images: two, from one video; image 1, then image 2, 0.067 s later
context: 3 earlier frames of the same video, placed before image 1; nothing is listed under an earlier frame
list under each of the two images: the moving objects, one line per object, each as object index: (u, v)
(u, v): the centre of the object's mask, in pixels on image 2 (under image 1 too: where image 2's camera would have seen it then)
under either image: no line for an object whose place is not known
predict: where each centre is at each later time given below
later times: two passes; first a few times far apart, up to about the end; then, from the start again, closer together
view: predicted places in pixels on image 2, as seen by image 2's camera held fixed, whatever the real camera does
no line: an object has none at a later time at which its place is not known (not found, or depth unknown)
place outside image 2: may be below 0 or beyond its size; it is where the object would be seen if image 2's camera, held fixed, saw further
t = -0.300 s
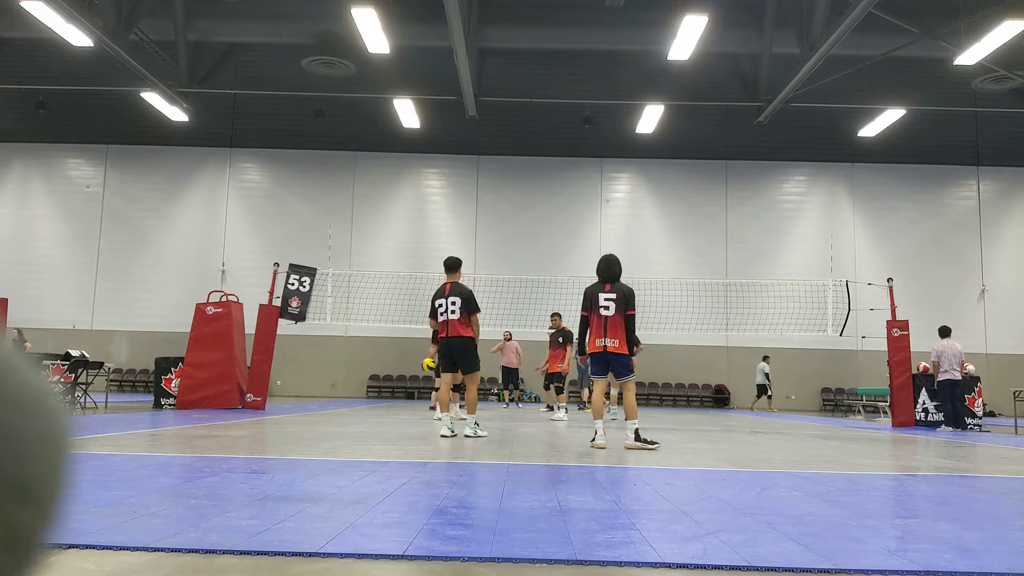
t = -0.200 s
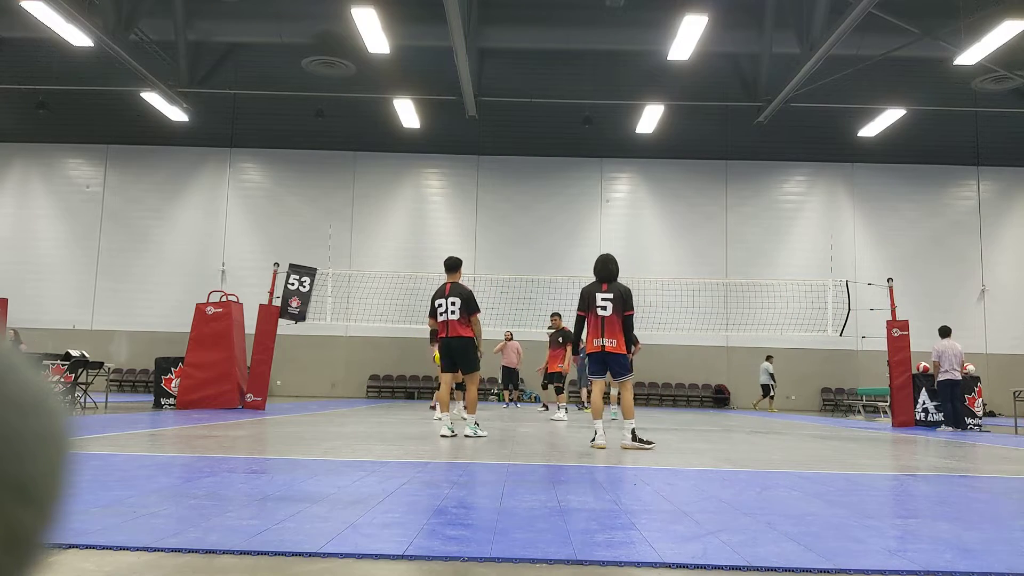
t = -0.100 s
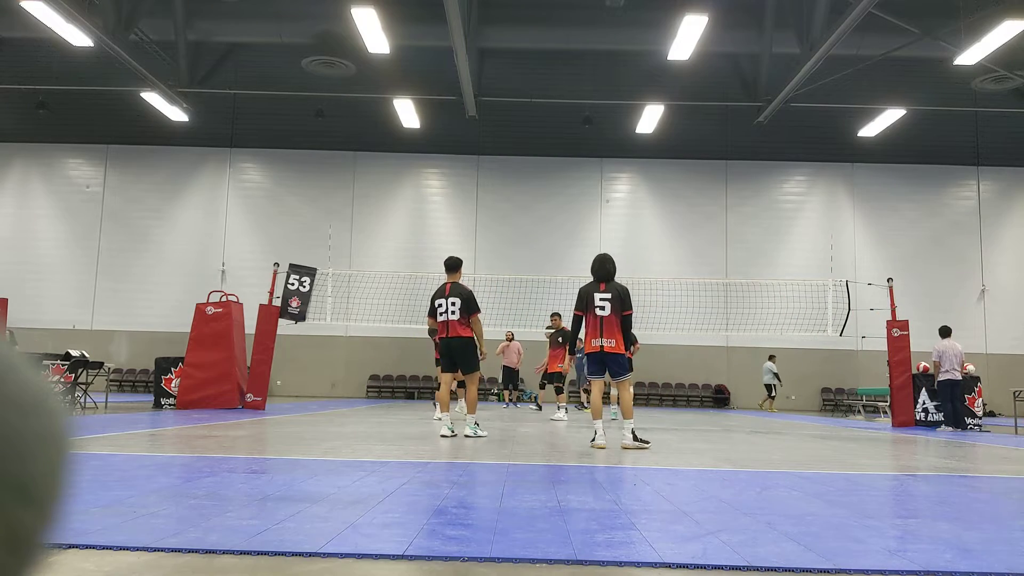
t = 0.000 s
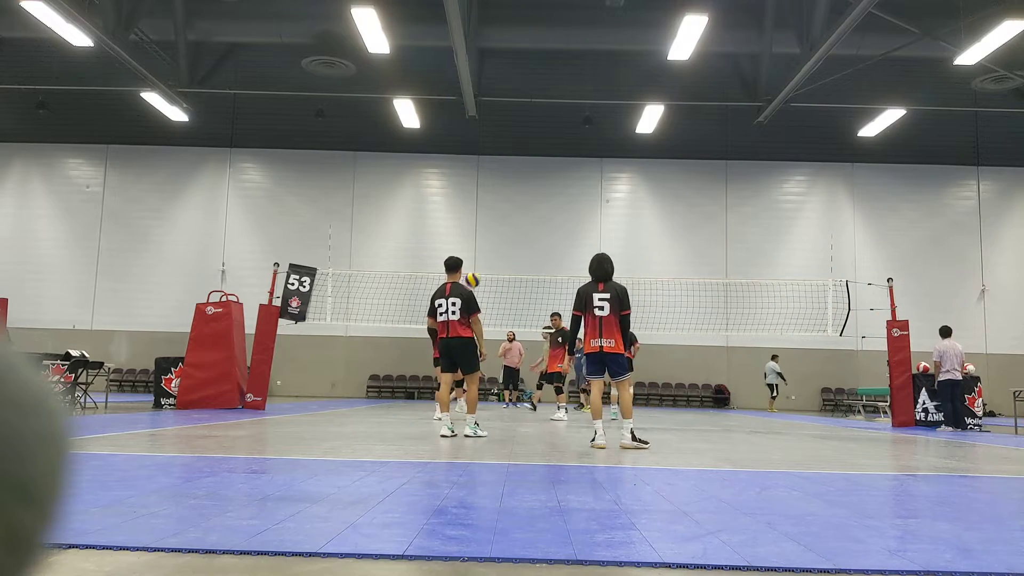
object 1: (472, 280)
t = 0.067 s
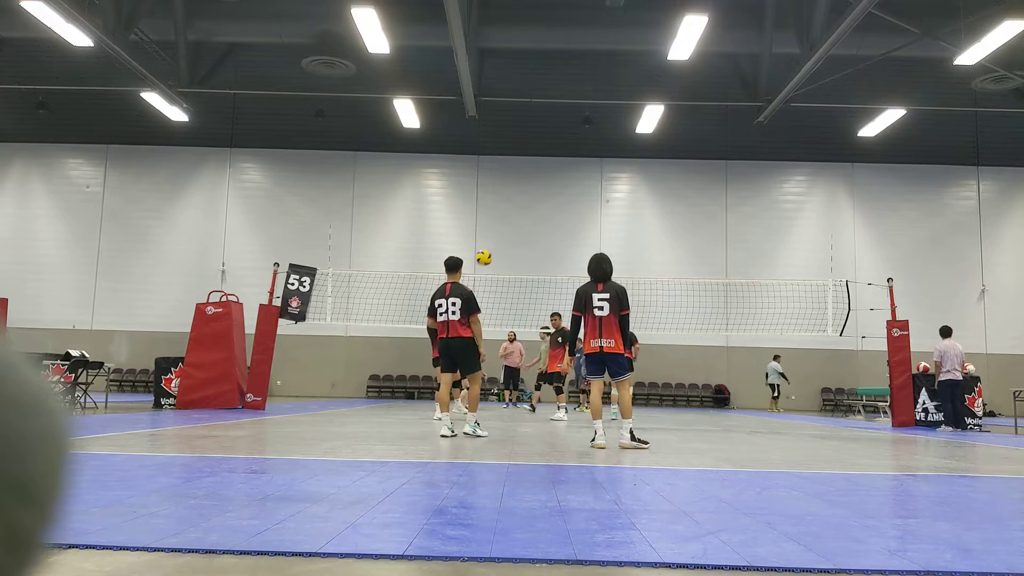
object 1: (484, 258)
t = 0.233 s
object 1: (515, 212)
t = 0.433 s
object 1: (558, 178)
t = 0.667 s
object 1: (619, 184)
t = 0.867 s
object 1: (687, 246)
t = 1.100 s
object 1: (798, 435)
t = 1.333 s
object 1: (877, 295)
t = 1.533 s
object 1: (958, 168)
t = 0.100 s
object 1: (489, 247)
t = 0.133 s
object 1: (496, 237)
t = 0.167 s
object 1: (502, 228)
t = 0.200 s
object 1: (508, 220)
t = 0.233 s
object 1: (515, 212)
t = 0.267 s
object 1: (522, 204)
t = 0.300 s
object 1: (529, 198)
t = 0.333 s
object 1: (536, 192)
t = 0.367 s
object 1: (543, 187)
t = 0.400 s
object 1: (551, 182)
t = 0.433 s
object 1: (558, 178)
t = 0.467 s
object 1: (567, 176)
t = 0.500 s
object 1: (574, 175)
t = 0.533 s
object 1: (582, 174)
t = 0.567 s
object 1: (591, 175)
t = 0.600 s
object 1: (601, 177)
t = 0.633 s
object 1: (610, 180)
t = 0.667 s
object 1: (619, 184)
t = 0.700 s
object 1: (630, 190)
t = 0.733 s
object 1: (640, 198)
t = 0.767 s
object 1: (651, 207)
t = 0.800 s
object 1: (663, 218)
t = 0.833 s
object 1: (675, 231)
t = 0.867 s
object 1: (687, 246)
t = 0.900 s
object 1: (700, 264)
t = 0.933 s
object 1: (715, 284)
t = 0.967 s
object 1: (729, 307)
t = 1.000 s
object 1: (745, 333)
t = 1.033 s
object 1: (763, 363)
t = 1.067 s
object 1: (780, 396)
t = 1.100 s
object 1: (798, 435)
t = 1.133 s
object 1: (816, 455)
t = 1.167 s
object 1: (824, 427)
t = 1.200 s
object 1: (833, 399)
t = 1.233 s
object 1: (844, 373)
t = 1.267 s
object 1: (855, 345)
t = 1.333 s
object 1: (877, 295)
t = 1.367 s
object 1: (889, 272)
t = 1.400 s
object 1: (900, 249)
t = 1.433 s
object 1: (914, 227)
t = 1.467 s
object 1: (928, 206)
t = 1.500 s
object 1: (942, 186)
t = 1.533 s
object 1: (958, 168)
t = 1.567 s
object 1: (974, 151)
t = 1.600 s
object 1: (990, 136)
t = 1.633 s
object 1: (1003, 123)
